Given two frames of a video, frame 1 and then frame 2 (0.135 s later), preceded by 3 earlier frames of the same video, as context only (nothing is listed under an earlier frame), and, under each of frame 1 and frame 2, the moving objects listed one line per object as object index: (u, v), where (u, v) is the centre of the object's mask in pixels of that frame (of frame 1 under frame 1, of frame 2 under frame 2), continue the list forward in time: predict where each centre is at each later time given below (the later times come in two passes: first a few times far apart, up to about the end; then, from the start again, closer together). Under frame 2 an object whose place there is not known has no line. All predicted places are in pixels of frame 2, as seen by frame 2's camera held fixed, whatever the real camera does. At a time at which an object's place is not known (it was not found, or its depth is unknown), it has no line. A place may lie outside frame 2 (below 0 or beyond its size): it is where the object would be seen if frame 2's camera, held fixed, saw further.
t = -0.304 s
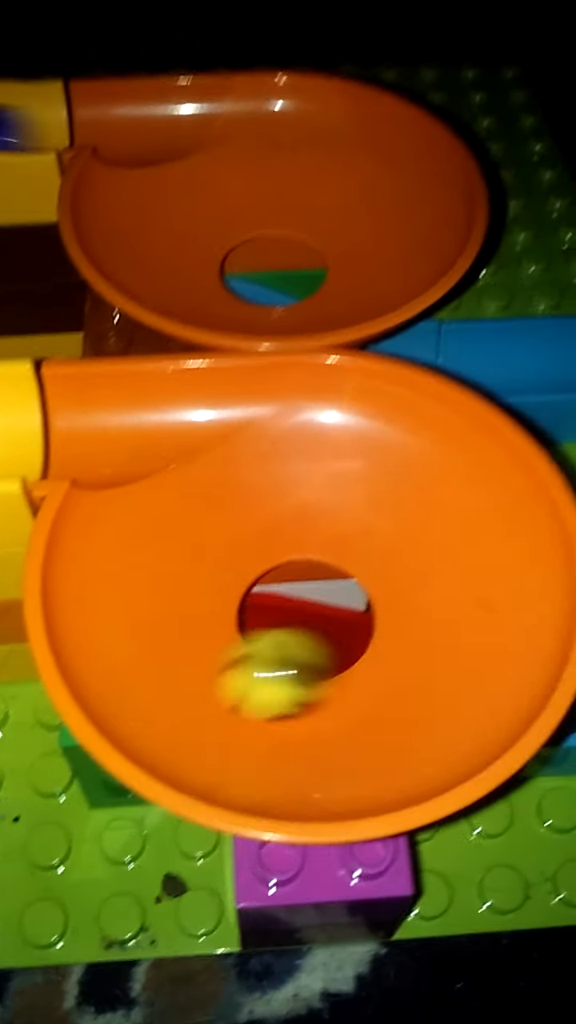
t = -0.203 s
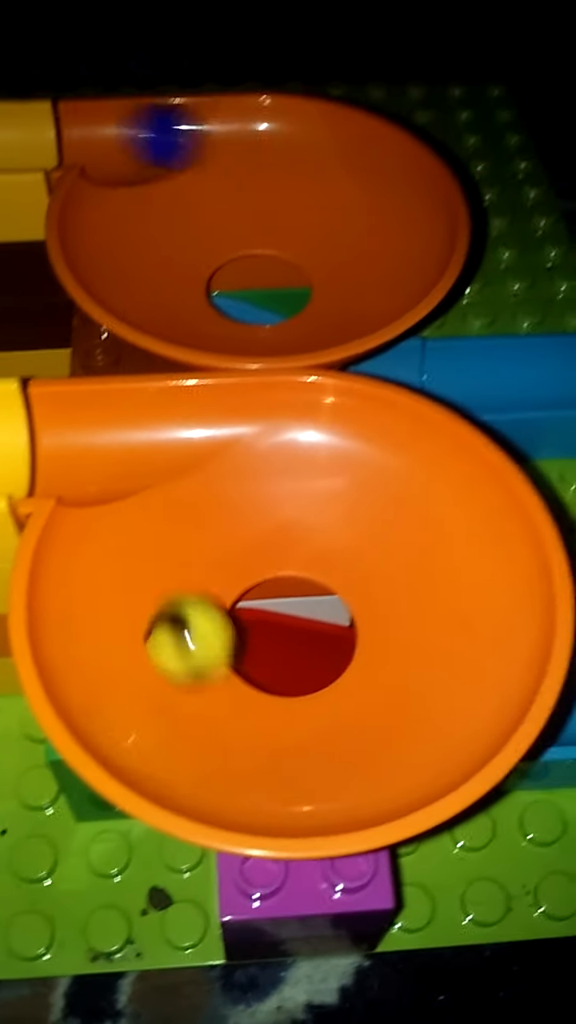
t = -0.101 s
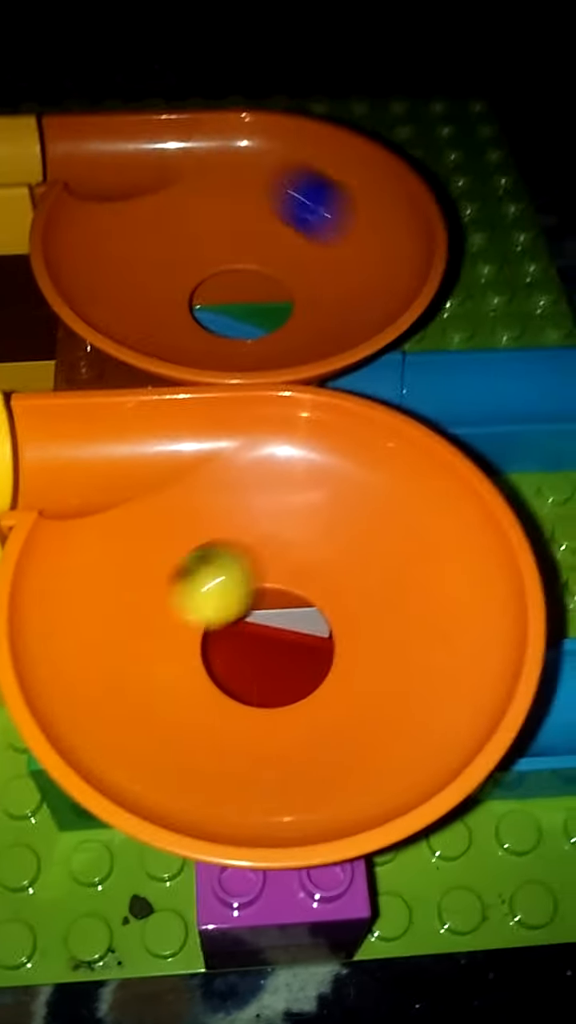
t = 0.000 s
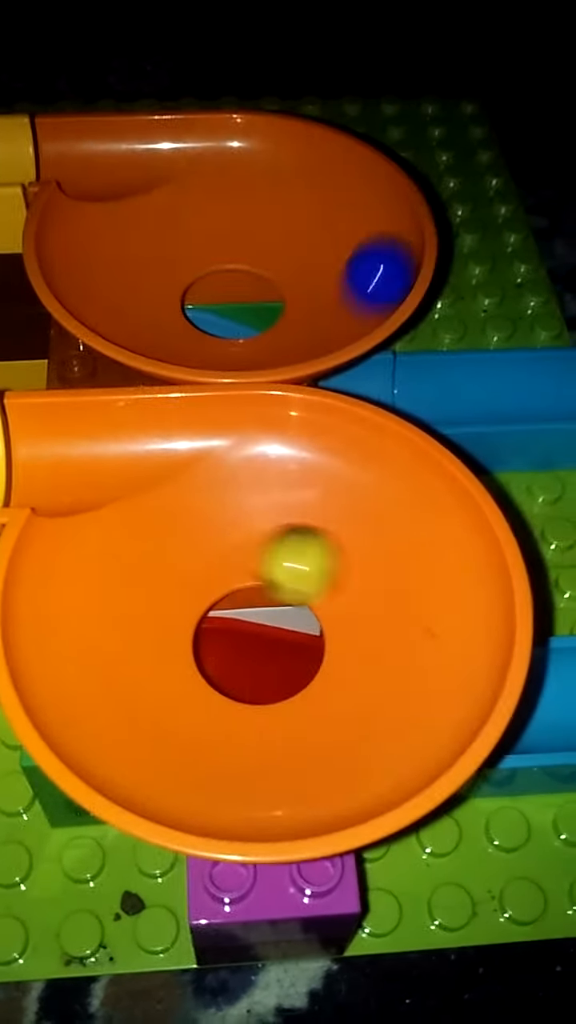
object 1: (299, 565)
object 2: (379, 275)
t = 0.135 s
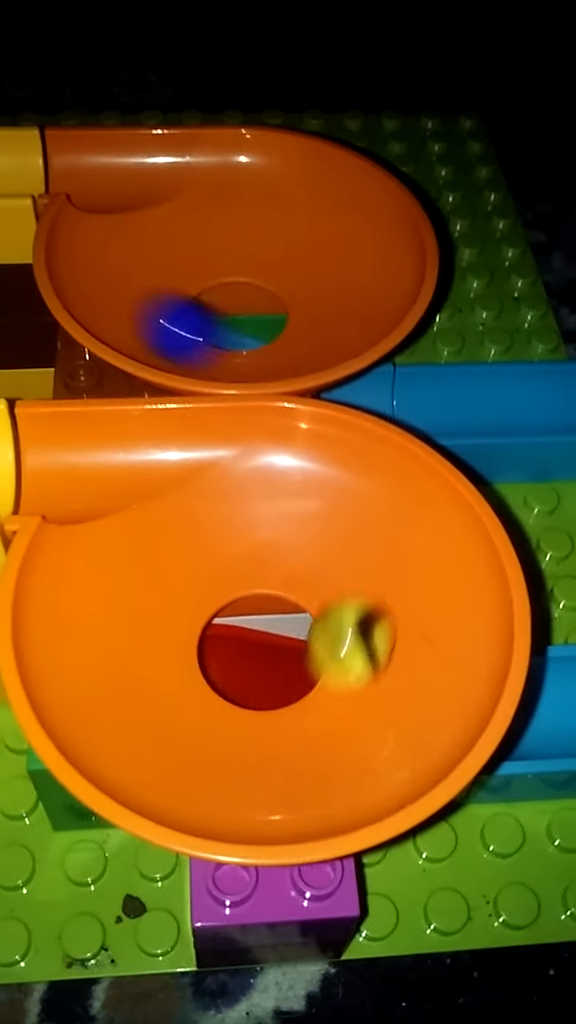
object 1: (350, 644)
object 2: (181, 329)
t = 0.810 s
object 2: (195, 208)
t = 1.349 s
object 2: (244, 217)
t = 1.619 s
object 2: (229, 339)
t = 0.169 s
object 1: (332, 665)
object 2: (142, 299)
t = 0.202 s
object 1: (303, 686)
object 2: (125, 268)
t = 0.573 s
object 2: (278, 347)
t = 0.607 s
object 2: (237, 350)
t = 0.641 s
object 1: (350, 641)
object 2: (195, 338)
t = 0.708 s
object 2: (153, 286)
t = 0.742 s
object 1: (301, 693)
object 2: (156, 255)
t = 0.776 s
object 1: (274, 696)
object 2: (171, 228)
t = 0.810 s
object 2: (195, 208)
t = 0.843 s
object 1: (217, 682)
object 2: (224, 198)
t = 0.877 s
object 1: (195, 664)
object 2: (254, 199)
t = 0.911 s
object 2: (281, 210)
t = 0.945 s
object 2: (302, 232)
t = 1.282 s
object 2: (181, 245)
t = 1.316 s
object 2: (211, 228)
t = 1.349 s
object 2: (244, 217)
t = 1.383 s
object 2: (274, 215)
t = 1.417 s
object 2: (299, 220)
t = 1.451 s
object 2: (317, 236)
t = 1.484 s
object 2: (324, 258)
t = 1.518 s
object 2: (320, 284)
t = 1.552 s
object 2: (301, 311)
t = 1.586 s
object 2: (269, 330)
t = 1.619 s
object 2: (229, 339)
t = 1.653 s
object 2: (190, 334)
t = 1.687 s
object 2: (160, 320)
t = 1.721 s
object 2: (143, 304)
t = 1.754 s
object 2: (143, 285)
